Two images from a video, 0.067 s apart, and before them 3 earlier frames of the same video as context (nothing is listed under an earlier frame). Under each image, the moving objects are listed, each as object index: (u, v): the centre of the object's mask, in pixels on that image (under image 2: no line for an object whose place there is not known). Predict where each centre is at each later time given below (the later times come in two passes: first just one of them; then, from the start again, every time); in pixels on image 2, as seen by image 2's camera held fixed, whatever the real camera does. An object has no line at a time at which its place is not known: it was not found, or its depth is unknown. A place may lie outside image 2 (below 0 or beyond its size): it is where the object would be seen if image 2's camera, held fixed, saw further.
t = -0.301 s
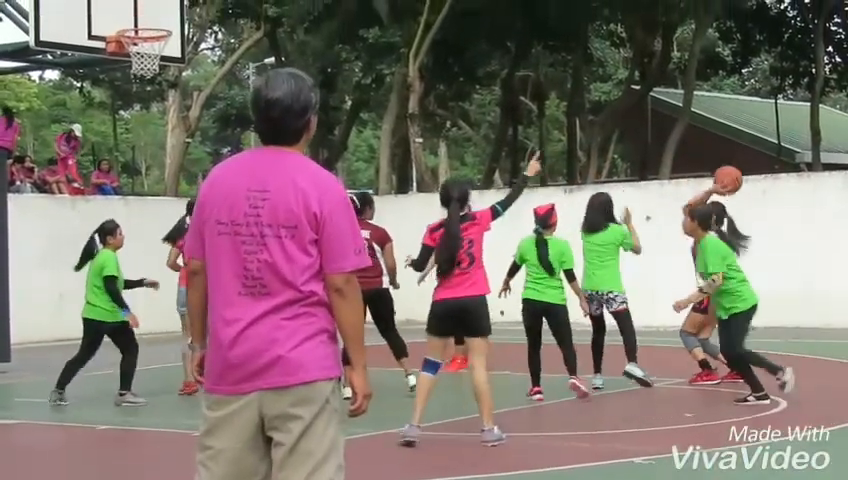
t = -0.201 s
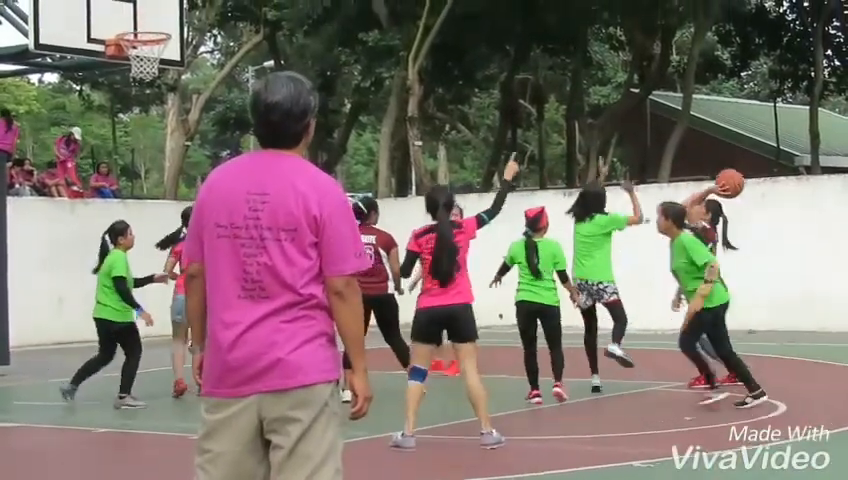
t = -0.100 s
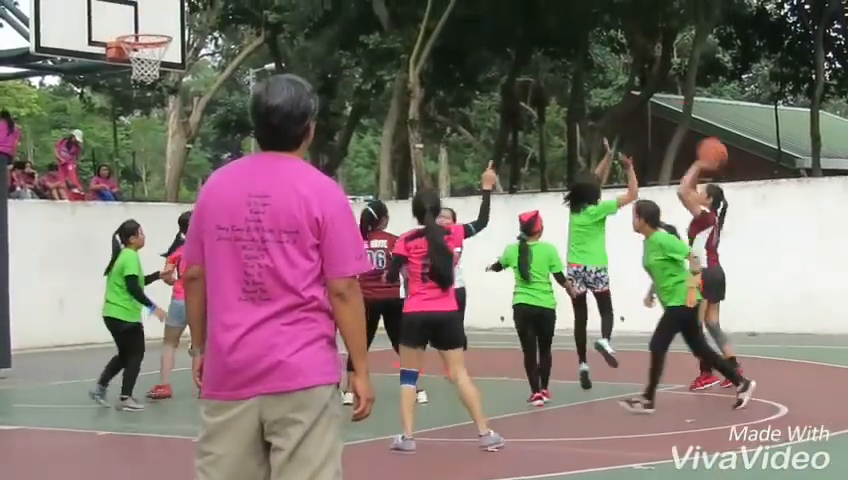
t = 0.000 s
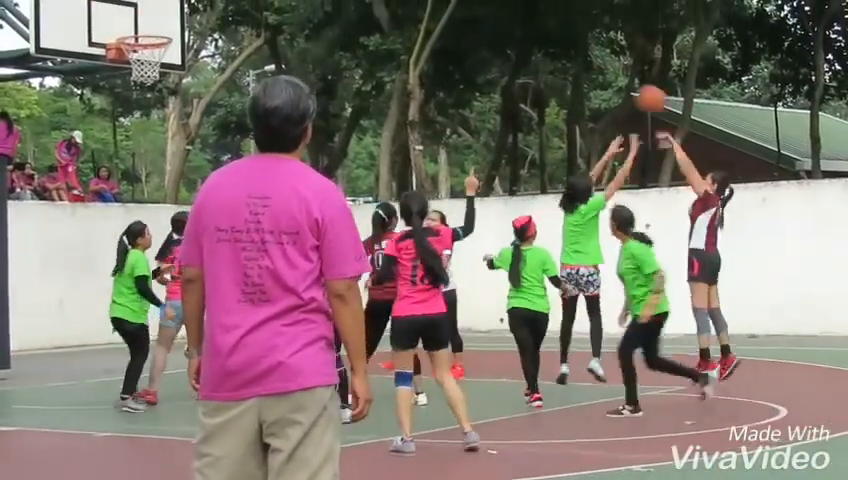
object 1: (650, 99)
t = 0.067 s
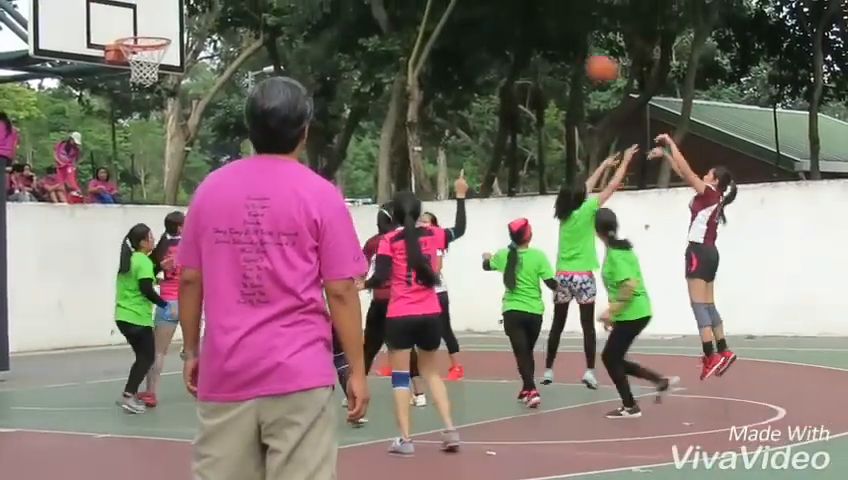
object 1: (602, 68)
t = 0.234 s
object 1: (482, 15)
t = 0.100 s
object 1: (577, 56)
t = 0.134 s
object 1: (554, 44)
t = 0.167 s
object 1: (529, 33)
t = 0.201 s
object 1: (506, 24)
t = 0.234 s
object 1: (482, 15)
